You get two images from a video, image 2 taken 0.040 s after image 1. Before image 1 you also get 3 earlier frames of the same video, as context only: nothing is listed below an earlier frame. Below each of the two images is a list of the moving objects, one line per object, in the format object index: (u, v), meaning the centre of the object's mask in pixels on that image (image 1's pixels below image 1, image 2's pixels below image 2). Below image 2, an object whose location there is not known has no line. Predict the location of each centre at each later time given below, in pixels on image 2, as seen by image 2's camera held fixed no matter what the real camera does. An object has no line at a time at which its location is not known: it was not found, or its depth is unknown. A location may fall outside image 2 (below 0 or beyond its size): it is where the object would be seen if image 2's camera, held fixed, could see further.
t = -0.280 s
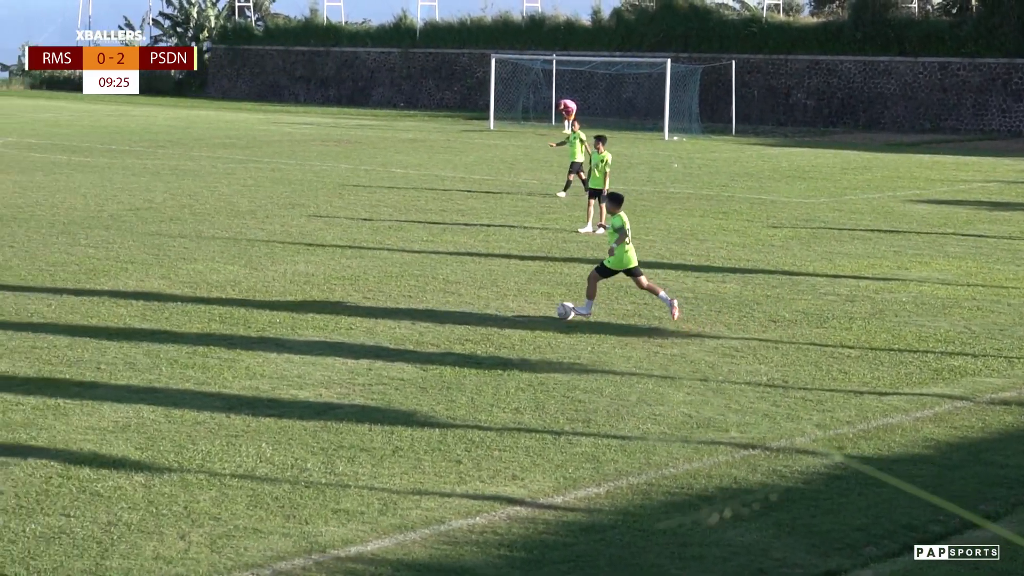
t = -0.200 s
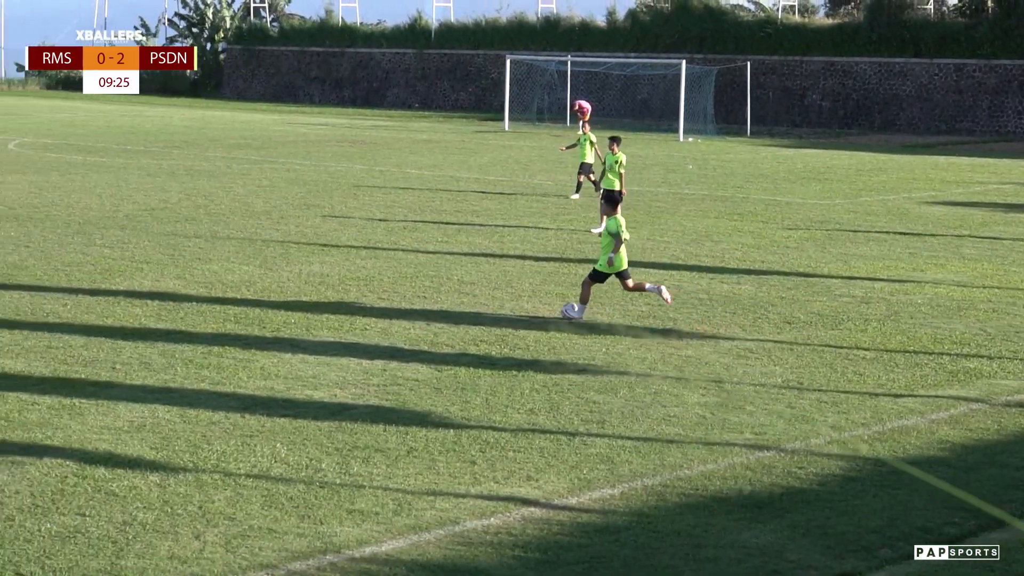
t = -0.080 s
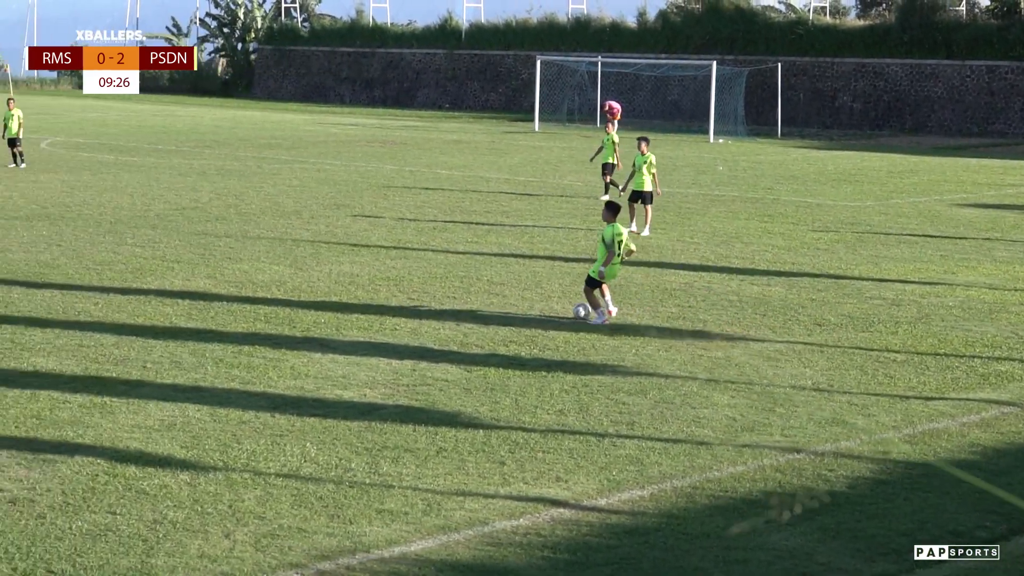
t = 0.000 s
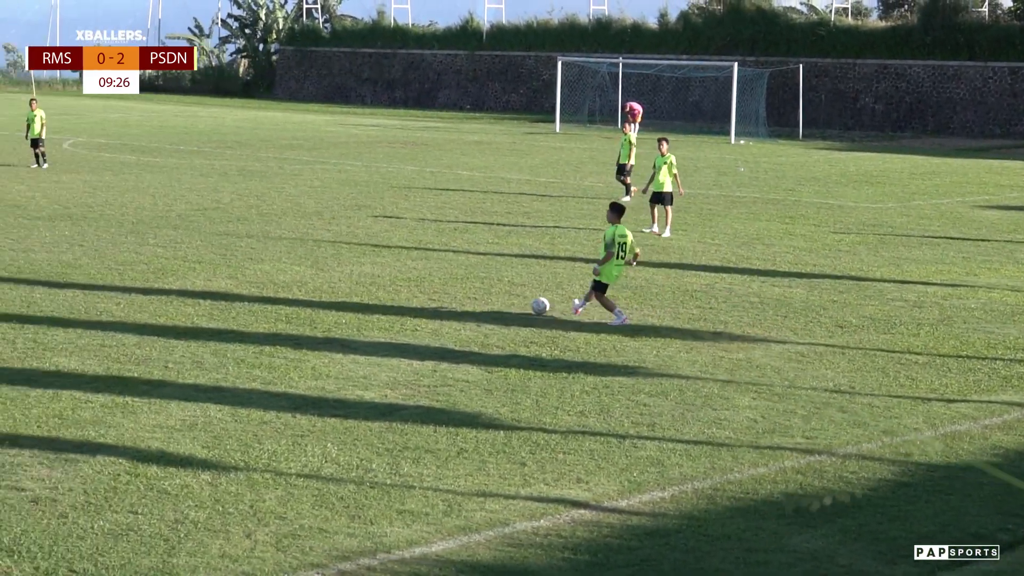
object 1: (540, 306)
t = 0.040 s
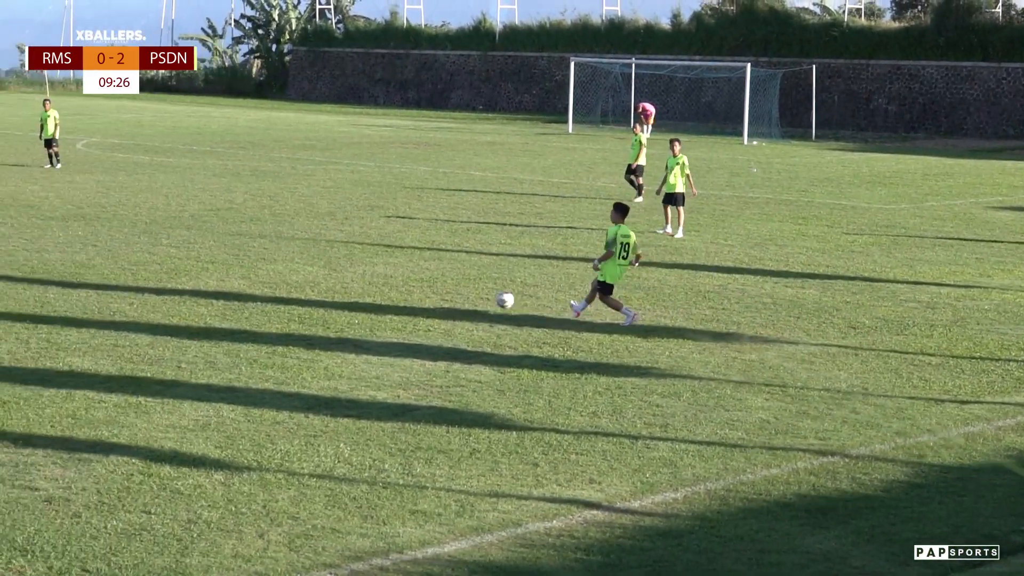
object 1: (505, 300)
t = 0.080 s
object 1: (459, 294)
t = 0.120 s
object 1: (415, 291)
